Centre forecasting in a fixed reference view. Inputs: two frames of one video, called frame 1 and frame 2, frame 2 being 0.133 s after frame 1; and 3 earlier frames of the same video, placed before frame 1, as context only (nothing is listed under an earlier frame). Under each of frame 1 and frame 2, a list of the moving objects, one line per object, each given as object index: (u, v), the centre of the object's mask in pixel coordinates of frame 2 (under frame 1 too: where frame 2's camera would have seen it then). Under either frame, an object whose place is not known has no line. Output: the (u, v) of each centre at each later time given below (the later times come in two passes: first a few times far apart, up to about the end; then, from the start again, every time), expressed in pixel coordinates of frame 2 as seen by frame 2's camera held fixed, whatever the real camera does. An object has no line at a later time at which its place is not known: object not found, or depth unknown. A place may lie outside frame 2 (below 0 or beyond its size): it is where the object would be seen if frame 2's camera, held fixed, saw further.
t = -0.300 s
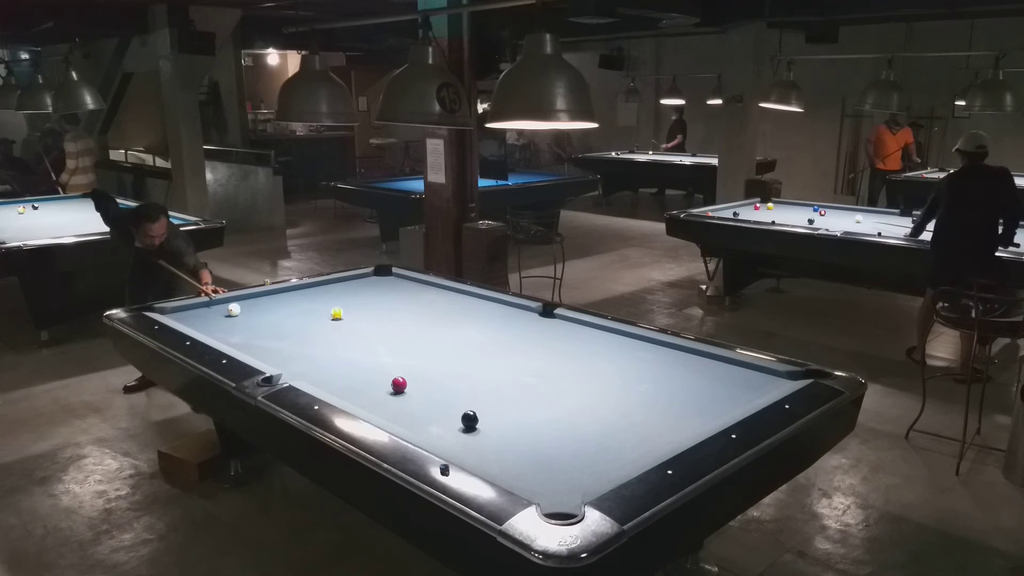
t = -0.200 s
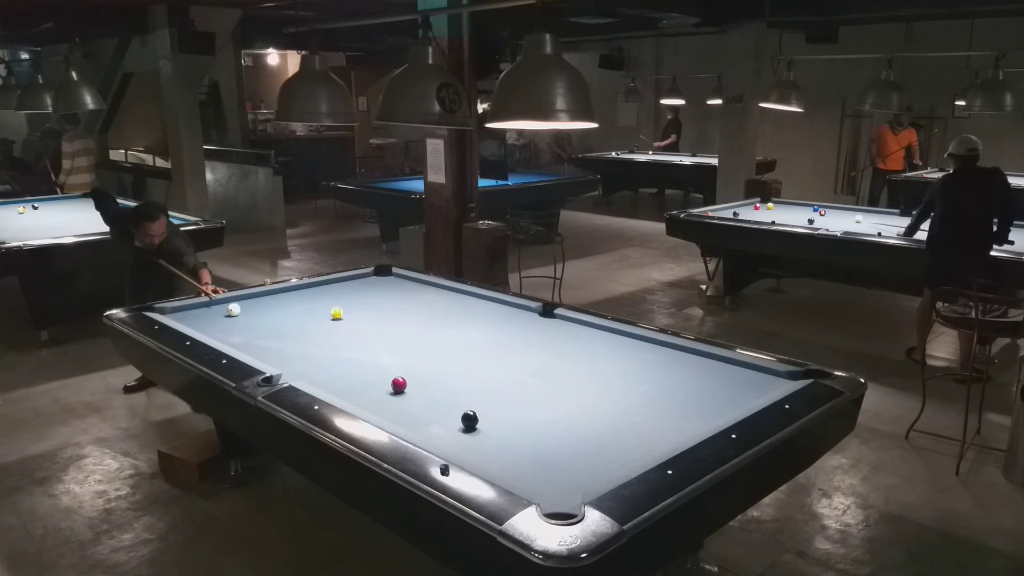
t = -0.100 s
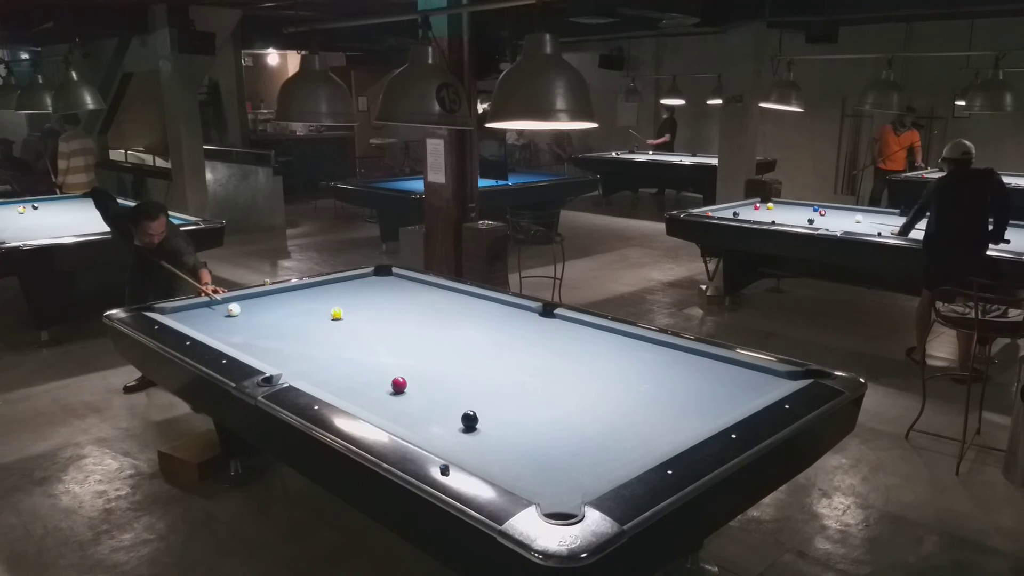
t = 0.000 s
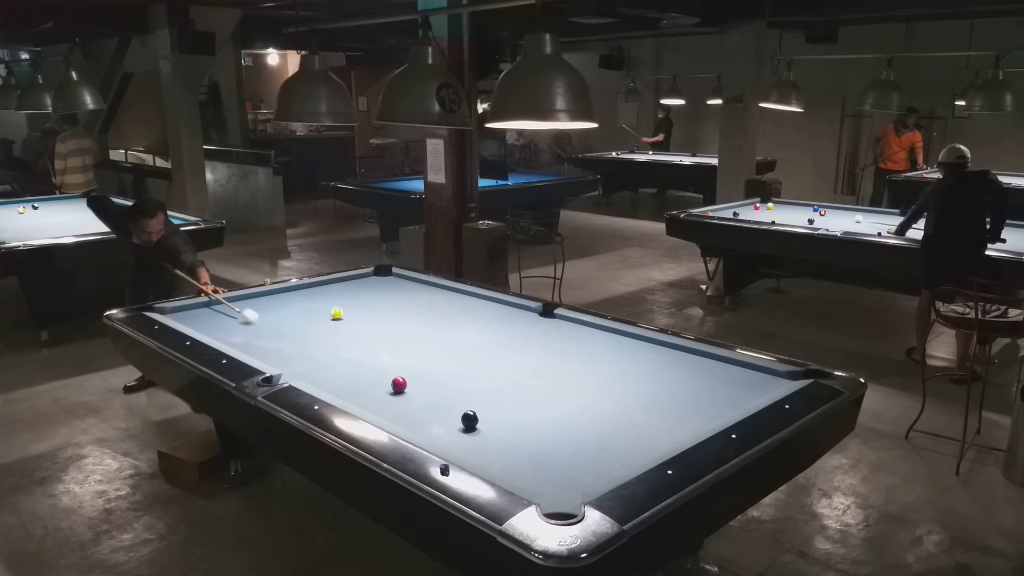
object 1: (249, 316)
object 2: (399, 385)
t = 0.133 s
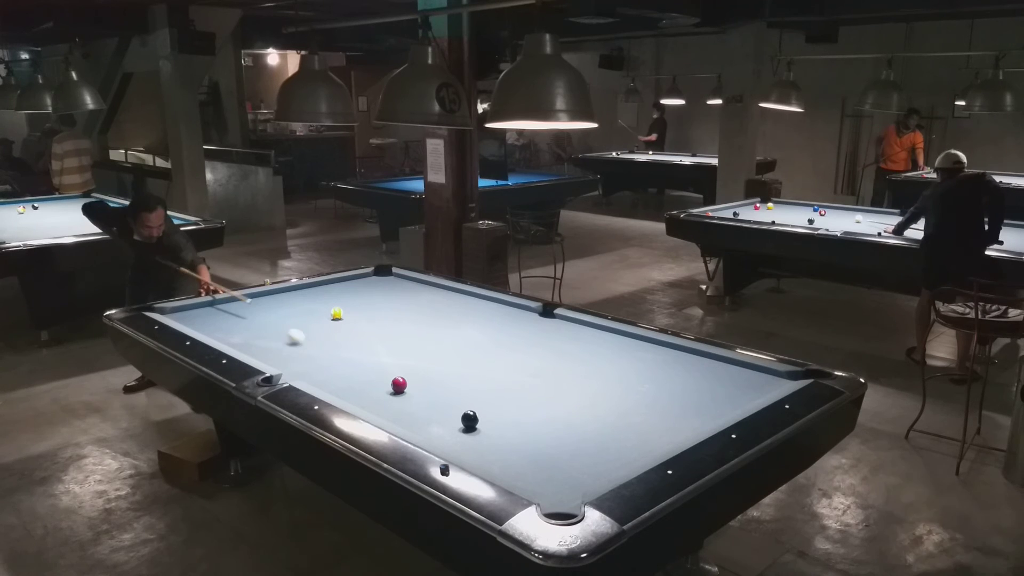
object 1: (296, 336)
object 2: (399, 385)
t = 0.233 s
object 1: (332, 352)
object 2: (399, 385)
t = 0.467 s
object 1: (416, 377)
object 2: (417, 405)
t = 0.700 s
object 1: (484, 380)
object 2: (476, 455)
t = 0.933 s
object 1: (556, 388)
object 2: (571, 487)
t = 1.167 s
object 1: (630, 395)
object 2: (553, 464)
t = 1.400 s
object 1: (706, 403)
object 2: (529, 441)
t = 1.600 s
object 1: (728, 399)
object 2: (511, 423)
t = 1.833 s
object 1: (706, 384)
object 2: (493, 406)
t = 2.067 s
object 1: (686, 370)
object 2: (478, 391)
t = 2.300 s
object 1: (669, 358)
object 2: (464, 378)
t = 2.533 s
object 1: (653, 347)
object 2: (451, 366)
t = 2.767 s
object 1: (639, 339)
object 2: (441, 355)
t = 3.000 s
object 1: (618, 336)
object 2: (431, 346)
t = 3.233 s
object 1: (599, 334)
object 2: (423, 338)
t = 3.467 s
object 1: (581, 331)
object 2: (415, 330)
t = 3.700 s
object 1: (565, 329)
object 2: (408, 323)
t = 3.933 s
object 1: (550, 328)
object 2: (401, 317)
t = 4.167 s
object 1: (536, 326)
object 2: (395, 311)
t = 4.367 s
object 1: (525, 325)
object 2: (391, 307)
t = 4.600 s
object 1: (514, 324)
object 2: (385, 302)
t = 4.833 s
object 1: (503, 323)
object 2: (381, 298)
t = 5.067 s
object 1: (494, 322)
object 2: (377, 295)
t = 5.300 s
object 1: (485, 321)
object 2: (373, 291)
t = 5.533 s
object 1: (478, 320)
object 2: (370, 288)
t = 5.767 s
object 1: (471, 319)
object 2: (366, 285)
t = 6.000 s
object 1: (466, 318)
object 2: (364, 282)
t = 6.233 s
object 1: (462, 318)
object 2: (361, 280)
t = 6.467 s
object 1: (458, 317)
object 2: (359, 278)
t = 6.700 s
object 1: (456, 317)
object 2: (359, 277)
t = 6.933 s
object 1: (455, 317)
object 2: (363, 277)
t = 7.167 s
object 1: (453, 317)
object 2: (366, 278)
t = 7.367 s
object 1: (453, 316)
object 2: (368, 278)
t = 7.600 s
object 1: (453, 316)
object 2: (369, 278)
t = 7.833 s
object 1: (453, 316)
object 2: (370, 278)
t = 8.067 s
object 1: (453, 316)
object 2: (369, 278)
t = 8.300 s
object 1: (453, 316)
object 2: (369, 278)
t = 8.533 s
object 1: (453, 316)
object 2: (369, 278)
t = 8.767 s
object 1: (453, 316)
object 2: (369, 278)
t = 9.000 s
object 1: (453, 316)
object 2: (369, 278)
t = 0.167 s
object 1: (307, 342)
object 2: (399, 385)
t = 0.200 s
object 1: (320, 347)
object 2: (399, 385)
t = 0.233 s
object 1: (332, 352)
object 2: (399, 385)
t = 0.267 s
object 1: (345, 358)
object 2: (399, 385)
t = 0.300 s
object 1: (358, 364)
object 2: (399, 385)
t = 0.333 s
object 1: (372, 370)
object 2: (399, 385)
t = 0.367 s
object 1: (386, 375)
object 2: (399, 385)
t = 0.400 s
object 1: (399, 374)
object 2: (402, 388)
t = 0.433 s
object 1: (408, 377)
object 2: (409, 396)
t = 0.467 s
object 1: (416, 377)
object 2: (417, 405)
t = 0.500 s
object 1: (425, 377)
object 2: (424, 413)
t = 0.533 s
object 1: (434, 377)
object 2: (431, 422)
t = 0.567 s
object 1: (443, 377)
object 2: (439, 430)
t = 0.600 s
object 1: (453, 378)
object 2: (447, 438)
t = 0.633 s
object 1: (463, 379)
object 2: (455, 445)
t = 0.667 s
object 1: (474, 380)
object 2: (463, 451)
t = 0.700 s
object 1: (484, 380)
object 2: (476, 455)
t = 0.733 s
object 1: (494, 381)
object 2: (489, 460)
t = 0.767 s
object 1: (504, 382)
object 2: (502, 465)
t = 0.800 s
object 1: (514, 383)
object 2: (516, 470)
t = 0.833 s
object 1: (525, 384)
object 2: (529, 474)
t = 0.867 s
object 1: (535, 385)
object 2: (543, 478)
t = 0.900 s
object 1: (545, 387)
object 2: (557, 483)
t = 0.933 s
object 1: (556, 388)
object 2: (571, 487)
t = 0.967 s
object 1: (566, 389)
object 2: (577, 488)
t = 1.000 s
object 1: (577, 390)
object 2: (572, 484)
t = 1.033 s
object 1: (587, 391)
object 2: (568, 479)
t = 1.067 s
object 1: (598, 392)
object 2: (564, 475)
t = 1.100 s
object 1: (609, 393)
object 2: (560, 471)
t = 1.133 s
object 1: (619, 394)
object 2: (556, 468)
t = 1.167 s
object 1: (630, 395)
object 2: (553, 464)
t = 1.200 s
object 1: (641, 397)
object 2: (549, 460)
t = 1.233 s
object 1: (652, 398)
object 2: (545, 457)
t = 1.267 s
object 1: (662, 399)
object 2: (542, 453)
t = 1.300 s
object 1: (673, 400)
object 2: (538, 450)
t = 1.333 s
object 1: (684, 401)
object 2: (535, 447)
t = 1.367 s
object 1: (695, 402)
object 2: (532, 444)
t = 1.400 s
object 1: (706, 403)
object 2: (529, 441)
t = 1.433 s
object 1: (717, 404)
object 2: (526, 437)
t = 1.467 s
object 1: (728, 405)
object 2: (523, 434)
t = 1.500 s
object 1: (737, 404)
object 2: (520, 431)
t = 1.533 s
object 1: (735, 403)
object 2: (517, 428)
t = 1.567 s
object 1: (732, 402)
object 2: (514, 426)
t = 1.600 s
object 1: (728, 399)
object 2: (511, 423)
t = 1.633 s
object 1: (725, 397)
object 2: (508, 420)
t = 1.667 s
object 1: (721, 394)
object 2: (506, 418)
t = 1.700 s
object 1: (718, 392)
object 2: (503, 415)
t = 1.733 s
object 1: (715, 390)
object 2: (501, 413)
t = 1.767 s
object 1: (712, 388)
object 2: (498, 411)
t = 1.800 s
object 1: (709, 386)
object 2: (496, 408)
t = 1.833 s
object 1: (706, 384)
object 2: (493, 406)
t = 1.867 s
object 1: (703, 382)
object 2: (491, 404)
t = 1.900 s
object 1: (700, 380)
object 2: (489, 401)
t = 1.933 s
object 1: (697, 378)
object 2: (486, 399)
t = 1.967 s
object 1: (694, 376)
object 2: (484, 397)
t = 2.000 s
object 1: (691, 374)
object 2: (482, 395)
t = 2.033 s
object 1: (689, 372)
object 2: (480, 393)
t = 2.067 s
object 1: (686, 370)
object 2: (478, 391)
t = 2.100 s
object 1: (683, 368)
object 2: (476, 389)
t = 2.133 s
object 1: (681, 367)
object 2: (473, 387)
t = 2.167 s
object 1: (678, 365)
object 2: (471, 385)
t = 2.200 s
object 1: (676, 363)
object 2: (470, 383)
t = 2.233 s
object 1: (673, 361)
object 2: (467, 381)
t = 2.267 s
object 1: (671, 360)
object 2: (466, 379)
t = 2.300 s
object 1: (669, 358)
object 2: (464, 378)
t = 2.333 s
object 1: (666, 357)
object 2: (462, 376)
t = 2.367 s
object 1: (664, 355)
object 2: (460, 374)
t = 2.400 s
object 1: (662, 353)
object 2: (459, 372)
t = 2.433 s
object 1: (660, 352)
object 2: (457, 371)
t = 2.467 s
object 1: (657, 350)
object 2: (455, 369)
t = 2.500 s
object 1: (655, 349)
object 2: (453, 367)
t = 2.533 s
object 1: (653, 347)
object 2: (451, 366)
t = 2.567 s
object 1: (651, 346)
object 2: (450, 364)
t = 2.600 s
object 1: (650, 345)
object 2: (448, 363)
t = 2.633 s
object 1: (647, 343)
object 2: (447, 361)
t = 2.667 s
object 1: (646, 342)
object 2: (445, 360)
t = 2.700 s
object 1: (644, 341)
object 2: (444, 358)
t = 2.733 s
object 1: (642, 340)
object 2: (442, 357)
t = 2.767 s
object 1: (639, 339)
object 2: (441, 355)
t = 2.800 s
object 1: (636, 338)
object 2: (439, 354)
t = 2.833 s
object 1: (633, 338)
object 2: (438, 353)
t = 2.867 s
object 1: (630, 337)
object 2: (436, 351)
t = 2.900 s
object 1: (627, 337)
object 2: (435, 350)
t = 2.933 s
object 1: (624, 337)
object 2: (434, 349)
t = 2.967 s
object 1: (621, 336)
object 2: (433, 347)
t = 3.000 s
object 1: (618, 336)
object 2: (431, 346)
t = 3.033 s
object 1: (615, 336)
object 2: (430, 345)
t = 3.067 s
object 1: (613, 335)
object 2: (429, 343)
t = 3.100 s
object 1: (610, 335)
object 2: (428, 343)
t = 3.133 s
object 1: (607, 335)
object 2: (426, 341)
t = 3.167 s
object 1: (604, 334)
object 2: (425, 340)
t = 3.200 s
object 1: (602, 334)
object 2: (424, 339)
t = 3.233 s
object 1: (599, 334)
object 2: (423, 338)
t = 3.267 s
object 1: (596, 334)
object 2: (422, 337)
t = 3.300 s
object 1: (594, 333)
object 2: (420, 336)
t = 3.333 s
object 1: (591, 333)
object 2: (419, 334)
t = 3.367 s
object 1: (589, 333)
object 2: (418, 333)
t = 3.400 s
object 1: (586, 332)
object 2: (417, 332)
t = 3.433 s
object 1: (584, 332)
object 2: (416, 331)
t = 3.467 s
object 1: (581, 331)
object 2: (415, 330)
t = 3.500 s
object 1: (579, 331)
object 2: (414, 329)
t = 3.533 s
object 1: (576, 331)
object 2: (413, 328)
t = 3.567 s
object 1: (574, 331)
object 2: (412, 327)
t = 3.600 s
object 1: (572, 330)
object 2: (411, 326)
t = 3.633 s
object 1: (569, 330)
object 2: (410, 325)
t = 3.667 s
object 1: (567, 330)
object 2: (409, 324)
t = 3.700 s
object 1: (565, 329)
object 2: (408, 323)
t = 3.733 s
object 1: (562, 329)
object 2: (407, 322)
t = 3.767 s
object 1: (560, 329)
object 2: (406, 321)
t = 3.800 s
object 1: (558, 328)
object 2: (405, 321)
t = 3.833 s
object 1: (556, 328)
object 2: (404, 320)
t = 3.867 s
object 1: (554, 328)
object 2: (403, 319)
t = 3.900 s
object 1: (552, 328)
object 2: (402, 318)
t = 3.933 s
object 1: (550, 328)
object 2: (401, 317)
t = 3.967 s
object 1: (548, 327)
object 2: (400, 316)
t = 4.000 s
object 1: (546, 327)
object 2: (400, 315)
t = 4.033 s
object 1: (544, 327)
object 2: (399, 315)
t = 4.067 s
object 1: (542, 327)
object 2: (398, 314)
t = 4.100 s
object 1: (540, 326)
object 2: (397, 313)
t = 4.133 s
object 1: (538, 326)
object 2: (396, 312)
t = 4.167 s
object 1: (536, 326)
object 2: (395, 311)
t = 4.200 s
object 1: (534, 326)
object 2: (395, 311)
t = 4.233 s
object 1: (532, 326)
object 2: (394, 310)
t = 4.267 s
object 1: (531, 326)
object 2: (393, 309)
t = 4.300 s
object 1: (529, 325)
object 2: (392, 309)
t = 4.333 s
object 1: (527, 325)
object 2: (391, 308)
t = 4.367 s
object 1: (525, 325)
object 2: (391, 307)
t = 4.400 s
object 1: (524, 325)
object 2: (390, 307)
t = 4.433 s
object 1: (522, 325)
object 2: (389, 306)
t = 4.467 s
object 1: (520, 325)
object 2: (388, 305)
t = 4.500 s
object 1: (518, 324)
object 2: (388, 304)
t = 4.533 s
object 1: (517, 324)
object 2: (387, 304)
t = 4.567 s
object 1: (515, 324)
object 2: (386, 303)
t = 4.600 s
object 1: (514, 324)
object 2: (385, 302)
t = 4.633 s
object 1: (512, 324)
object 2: (385, 302)
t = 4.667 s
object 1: (510, 323)
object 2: (384, 301)
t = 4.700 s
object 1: (509, 323)
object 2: (384, 301)
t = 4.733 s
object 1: (507, 323)
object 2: (383, 300)
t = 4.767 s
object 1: (506, 323)
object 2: (382, 300)
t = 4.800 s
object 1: (504, 323)
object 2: (382, 299)
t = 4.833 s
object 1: (503, 323)
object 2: (381, 298)
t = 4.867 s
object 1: (502, 323)
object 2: (380, 298)
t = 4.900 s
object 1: (500, 322)
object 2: (380, 297)
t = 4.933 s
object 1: (499, 322)
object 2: (379, 297)
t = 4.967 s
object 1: (498, 322)
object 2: (379, 296)
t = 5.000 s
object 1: (497, 322)
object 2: (378, 296)
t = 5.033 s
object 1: (495, 322)
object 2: (377, 295)
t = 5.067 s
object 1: (494, 322)
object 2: (377, 295)
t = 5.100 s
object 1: (492, 322)
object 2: (376, 294)
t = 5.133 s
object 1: (491, 321)
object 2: (376, 294)
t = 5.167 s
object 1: (490, 321)
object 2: (375, 293)
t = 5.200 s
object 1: (489, 321)
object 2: (375, 293)
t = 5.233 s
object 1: (487, 321)
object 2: (374, 292)
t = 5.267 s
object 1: (486, 321)
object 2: (374, 291)
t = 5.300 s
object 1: (485, 321)
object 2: (373, 291)
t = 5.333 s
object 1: (484, 321)
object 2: (373, 291)
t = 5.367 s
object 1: (483, 321)
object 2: (372, 290)
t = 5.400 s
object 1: (482, 320)
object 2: (372, 290)
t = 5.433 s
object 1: (481, 320)
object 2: (371, 289)
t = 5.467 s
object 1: (480, 320)
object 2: (371, 289)
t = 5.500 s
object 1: (479, 320)
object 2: (370, 288)
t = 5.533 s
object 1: (478, 320)
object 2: (370, 288)
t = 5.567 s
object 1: (477, 320)
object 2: (369, 287)
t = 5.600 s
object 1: (476, 320)
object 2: (369, 287)
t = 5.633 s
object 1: (475, 319)
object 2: (368, 286)
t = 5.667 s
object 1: (474, 319)
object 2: (368, 286)
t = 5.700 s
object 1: (473, 319)
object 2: (367, 286)
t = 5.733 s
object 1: (472, 319)
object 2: (367, 286)
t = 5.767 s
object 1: (471, 319)
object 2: (366, 285)
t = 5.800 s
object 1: (470, 319)
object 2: (366, 284)
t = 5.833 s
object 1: (470, 319)
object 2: (366, 284)
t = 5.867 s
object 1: (469, 319)
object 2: (365, 284)
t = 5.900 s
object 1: (469, 319)
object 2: (365, 283)
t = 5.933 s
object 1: (468, 319)
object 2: (364, 283)
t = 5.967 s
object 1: (467, 319)
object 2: (364, 283)
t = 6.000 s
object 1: (466, 318)
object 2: (364, 282)
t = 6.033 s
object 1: (465, 318)
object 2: (363, 282)
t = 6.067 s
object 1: (465, 318)
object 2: (363, 282)
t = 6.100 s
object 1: (464, 318)
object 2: (363, 281)
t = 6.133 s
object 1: (463, 318)
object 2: (362, 281)
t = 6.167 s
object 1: (463, 318)
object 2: (362, 280)
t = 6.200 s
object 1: (462, 318)
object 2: (362, 280)
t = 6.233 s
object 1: (462, 318)
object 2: (361, 280)
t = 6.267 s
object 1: (461, 318)
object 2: (361, 279)
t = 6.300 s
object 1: (460, 318)
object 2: (360, 279)
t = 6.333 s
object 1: (460, 318)
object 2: (360, 279)
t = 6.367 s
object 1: (460, 317)
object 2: (360, 279)
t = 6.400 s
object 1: (459, 317)
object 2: (359, 278)
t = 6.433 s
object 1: (459, 317)
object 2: (359, 278)
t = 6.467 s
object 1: (458, 317)
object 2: (359, 278)
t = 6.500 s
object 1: (458, 317)
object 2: (359, 277)
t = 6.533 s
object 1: (457, 317)
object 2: (358, 277)
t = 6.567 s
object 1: (457, 317)
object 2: (358, 277)
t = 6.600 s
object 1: (457, 317)
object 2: (358, 277)
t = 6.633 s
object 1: (457, 317)
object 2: (358, 277)
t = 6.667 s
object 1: (456, 317)
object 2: (359, 277)
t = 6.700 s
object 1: (456, 317)
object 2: (359, 277)
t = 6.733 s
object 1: (456, 317)
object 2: (360, 277)
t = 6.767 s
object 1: (455, 317)
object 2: (360, 277)
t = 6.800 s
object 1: (455, 317)
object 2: (361, 277)
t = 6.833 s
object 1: (455, 317)
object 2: (361, 277)
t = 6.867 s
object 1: (455, 317)
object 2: (362, 277)
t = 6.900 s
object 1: (455, 317)
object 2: (363, 277)
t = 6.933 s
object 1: (455, 317)
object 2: (363, 277)
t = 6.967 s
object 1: (454, 317)
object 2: (364, 277)
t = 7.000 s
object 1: (454, 317)
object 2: (364, 277)
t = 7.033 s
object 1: (454, 317)
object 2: (364, 277)
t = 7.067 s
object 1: (454, 317)
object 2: (365, 277)
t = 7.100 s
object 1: (454, 317)
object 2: (365, 277)
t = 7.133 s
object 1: (454, 317)
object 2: (365, 278)
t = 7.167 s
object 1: (453, 317)
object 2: (366, 278)
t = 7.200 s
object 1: (453, 317)
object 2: (366, 278)
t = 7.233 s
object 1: (453, 316)
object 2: (366, 278)
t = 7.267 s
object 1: (453, 316)
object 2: (367, 278)
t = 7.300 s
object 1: (453, 317)
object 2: (367, 278)
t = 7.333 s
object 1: (453, 316)
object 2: (367, 278)
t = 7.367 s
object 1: (453, 316)
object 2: (368, 278)
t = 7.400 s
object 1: (453, 316)
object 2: (368, 278)
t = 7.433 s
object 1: (453, 316)
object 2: (368, 278)
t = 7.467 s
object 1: (453, 316)
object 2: (368, 278)
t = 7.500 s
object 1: (453, 316)
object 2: (369, 278)
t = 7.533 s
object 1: (453, 316)
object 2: (369, 278)
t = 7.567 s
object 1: (453, 316)
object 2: (369, 278)
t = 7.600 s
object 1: (453, 316)
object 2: (369, 278)
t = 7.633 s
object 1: (453, 316)
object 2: (369, 278)
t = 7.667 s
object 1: (453, 316)
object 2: (369, 278)
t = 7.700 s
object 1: (453, 316)
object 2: (369, 278)
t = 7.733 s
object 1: (453, 316)
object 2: (369, 278)
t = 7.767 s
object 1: (453, 316)
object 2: (369, 278)
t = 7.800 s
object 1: (453, 316)
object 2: (370, 278)
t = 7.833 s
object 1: (453, 316)
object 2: (370, 278)
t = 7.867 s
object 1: (453, 316)
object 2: (370, 278)
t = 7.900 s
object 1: (453, 316)
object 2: (370, 278)
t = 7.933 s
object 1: (453, 316)
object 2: (369, 278)
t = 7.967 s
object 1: (453, 316)
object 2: (369, 278)
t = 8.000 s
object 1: (453, 316)
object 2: (369, 278)
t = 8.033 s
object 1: (453, 316)
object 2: (369, 278)
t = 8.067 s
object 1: (453, 316)
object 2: (369, 278)
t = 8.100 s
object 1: (453, 316)
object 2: (369, 278)
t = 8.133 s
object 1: (453, 316)
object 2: (369, 278)
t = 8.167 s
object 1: (453, 316)
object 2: (369, 278)
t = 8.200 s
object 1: (453, 316)
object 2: (369, 278)
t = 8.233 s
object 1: (453, 316)
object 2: (369, 278)
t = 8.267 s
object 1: (453, 316)
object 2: (369, 278)
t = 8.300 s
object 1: (453, 316)
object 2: (369, 278)
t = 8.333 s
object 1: (453, 316)
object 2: (369, 278)
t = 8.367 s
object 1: (453, 316)
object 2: (369, 278)
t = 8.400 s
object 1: (453, 316)
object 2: (369, 278)
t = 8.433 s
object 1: (453, 316)
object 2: (369, 278)
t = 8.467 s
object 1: (453, 316)
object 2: (369, 278)
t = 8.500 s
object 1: (453, 316)
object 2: (369, 278)
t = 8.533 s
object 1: (453, 316)
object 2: (369, 278)
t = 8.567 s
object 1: (453, 316)
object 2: (369, 278)
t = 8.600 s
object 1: (453, 316)
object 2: (369, 278)
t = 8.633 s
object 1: (453, 316)
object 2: (369, 278)
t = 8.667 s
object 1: (453, 316)
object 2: (369, 278)
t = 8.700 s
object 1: (453, 316)
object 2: (369, 278)
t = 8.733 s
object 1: (453, 316)
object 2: (369, 278)
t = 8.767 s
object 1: (453, 316)
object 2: (369, 278)
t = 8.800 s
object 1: (453, 316)
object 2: (369, 278)
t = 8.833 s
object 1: (453, 316)
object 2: (369, 278)
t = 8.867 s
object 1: (453, 316)
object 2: (369, 278)
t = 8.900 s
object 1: (453, 316)
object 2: (369, 278)
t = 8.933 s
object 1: (453, 316)
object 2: (369, 278)
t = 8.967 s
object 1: (453, 316)
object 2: (369, 278)
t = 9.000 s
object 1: (453, 316)
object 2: (369, 278)
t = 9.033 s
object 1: (453, 316)
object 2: (369, 278)
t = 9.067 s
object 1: (453, 316)
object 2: (369, 278)
